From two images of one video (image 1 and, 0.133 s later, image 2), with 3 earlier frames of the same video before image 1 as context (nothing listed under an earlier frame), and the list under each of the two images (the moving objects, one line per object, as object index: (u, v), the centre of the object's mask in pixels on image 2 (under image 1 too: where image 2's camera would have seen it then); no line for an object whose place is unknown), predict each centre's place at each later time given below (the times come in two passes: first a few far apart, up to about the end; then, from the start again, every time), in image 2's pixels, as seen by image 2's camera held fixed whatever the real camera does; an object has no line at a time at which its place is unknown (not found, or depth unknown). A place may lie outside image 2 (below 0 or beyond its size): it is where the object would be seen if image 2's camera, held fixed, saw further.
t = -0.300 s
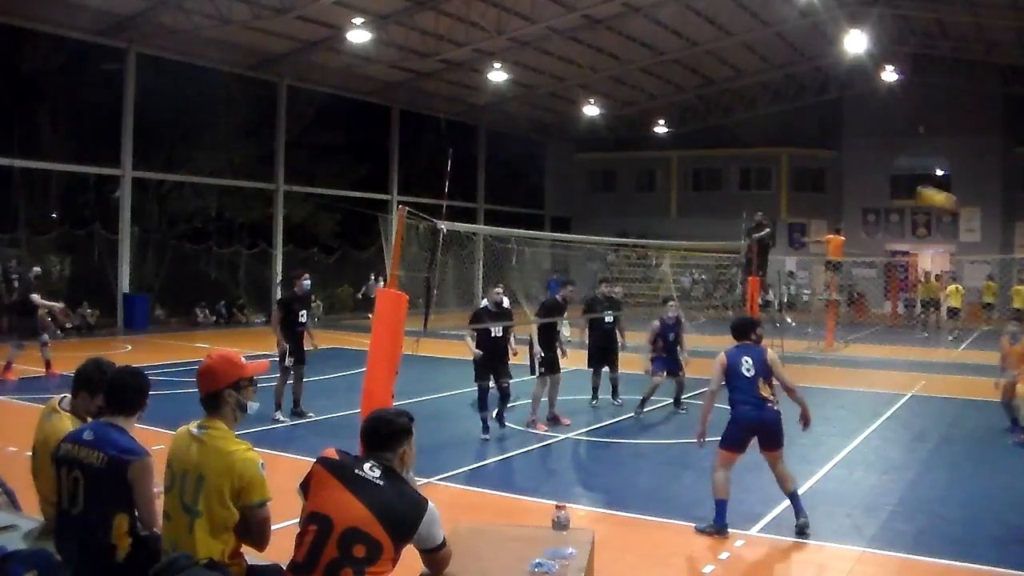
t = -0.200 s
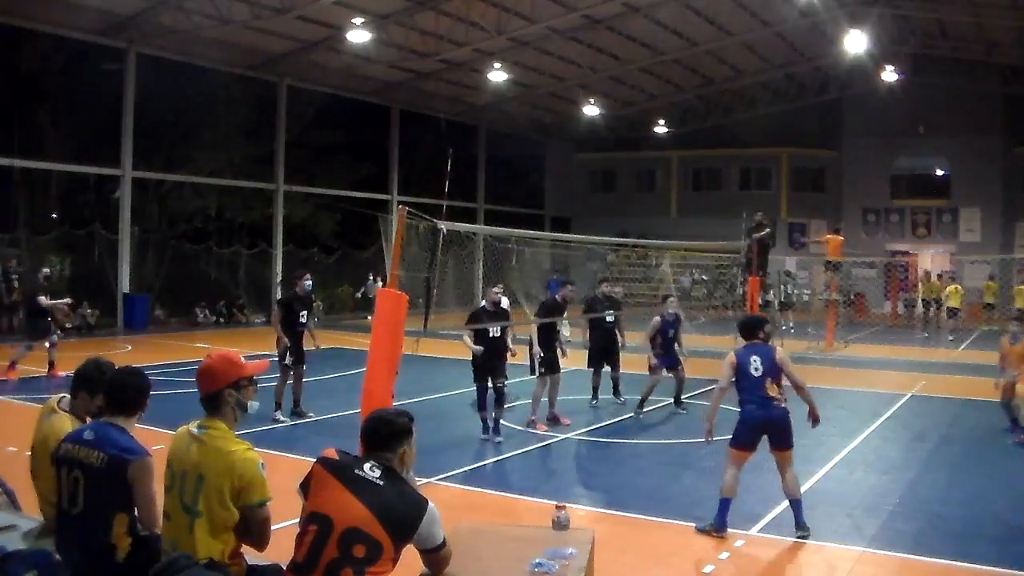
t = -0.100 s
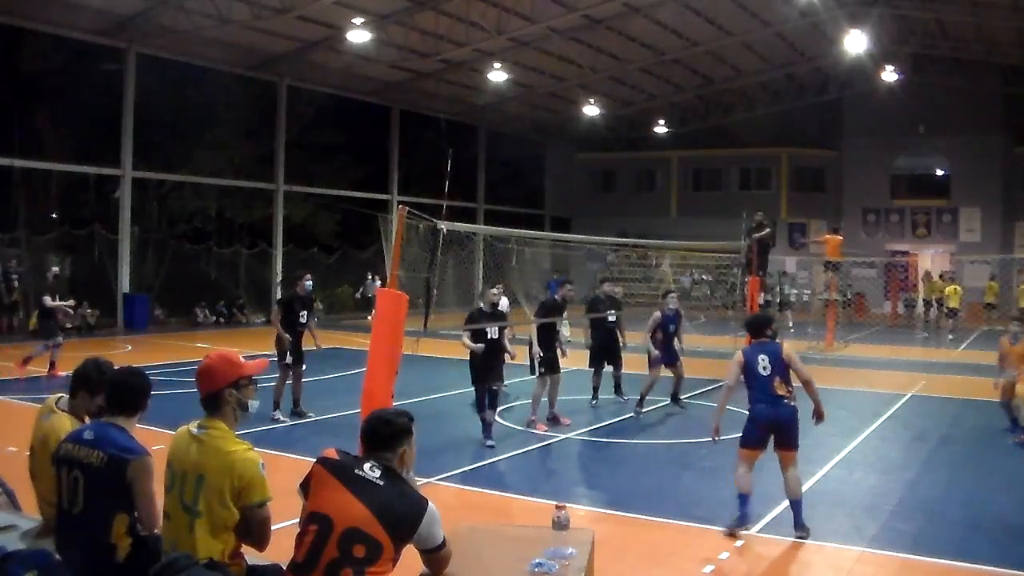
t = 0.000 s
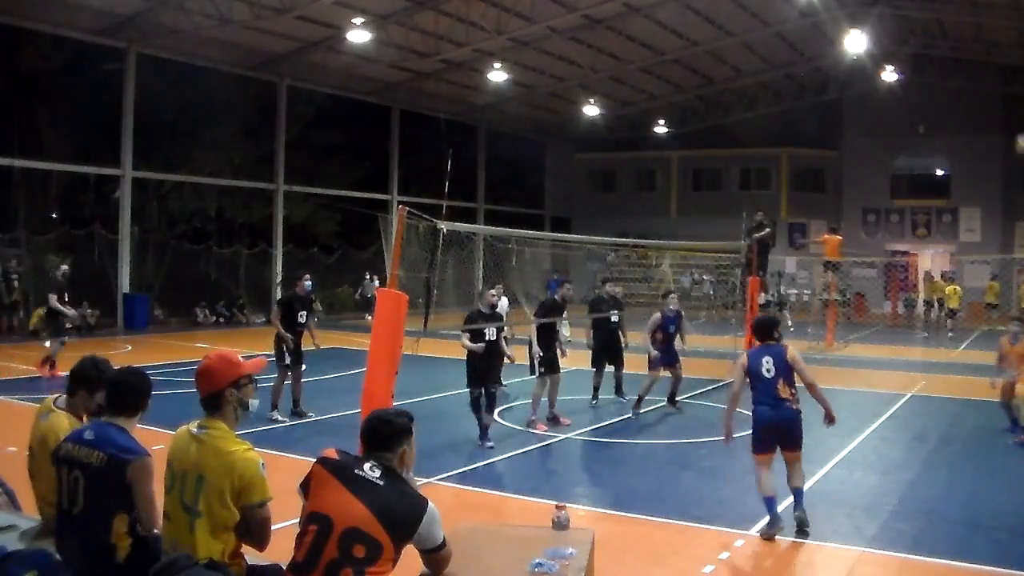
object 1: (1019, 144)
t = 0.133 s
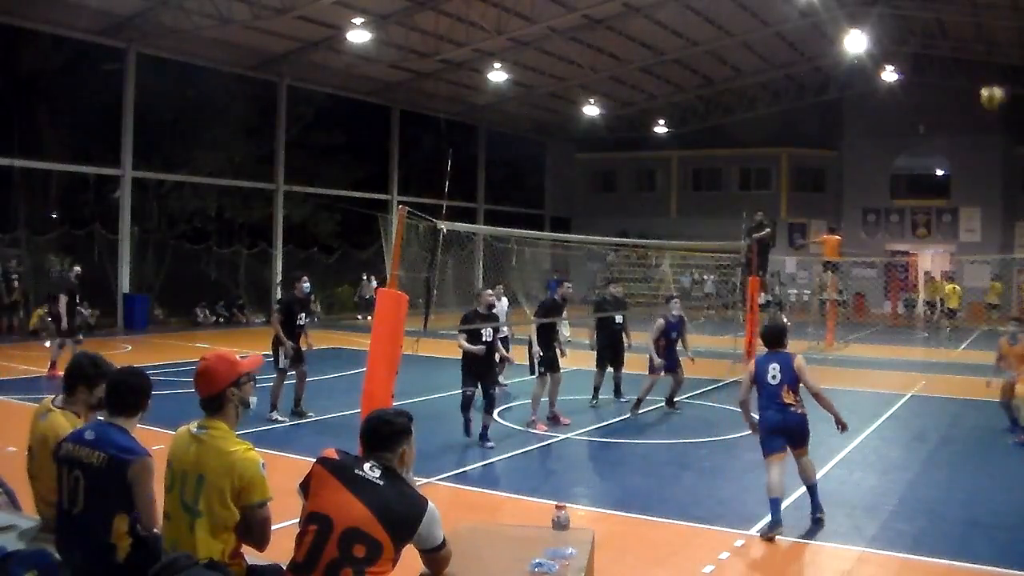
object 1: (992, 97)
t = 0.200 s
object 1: (976, 81)
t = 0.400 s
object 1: (929, 63)
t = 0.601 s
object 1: (887, 86)
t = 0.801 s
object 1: (852, 138)
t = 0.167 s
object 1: (984, 88)
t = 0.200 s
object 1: (976, 81)
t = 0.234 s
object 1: (968, 76)
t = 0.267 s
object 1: (960, 71)
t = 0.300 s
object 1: (952, 68)
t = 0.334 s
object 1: (944, 64)
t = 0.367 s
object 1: (937, 63)
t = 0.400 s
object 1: (929, 63)
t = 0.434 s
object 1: (921, 65)
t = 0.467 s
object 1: (913, 66)
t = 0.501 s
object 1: (907, 67)
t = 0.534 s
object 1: (899, 70)
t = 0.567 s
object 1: (893, 79)
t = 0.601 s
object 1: (887, 86)
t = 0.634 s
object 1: (880, 92)
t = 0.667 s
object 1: (875, 100)
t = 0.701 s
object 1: (869, 108)
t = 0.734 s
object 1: (863, 117)
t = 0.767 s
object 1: (858, 127)
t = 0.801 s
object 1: (852, 138)
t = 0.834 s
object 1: (847, 149)
